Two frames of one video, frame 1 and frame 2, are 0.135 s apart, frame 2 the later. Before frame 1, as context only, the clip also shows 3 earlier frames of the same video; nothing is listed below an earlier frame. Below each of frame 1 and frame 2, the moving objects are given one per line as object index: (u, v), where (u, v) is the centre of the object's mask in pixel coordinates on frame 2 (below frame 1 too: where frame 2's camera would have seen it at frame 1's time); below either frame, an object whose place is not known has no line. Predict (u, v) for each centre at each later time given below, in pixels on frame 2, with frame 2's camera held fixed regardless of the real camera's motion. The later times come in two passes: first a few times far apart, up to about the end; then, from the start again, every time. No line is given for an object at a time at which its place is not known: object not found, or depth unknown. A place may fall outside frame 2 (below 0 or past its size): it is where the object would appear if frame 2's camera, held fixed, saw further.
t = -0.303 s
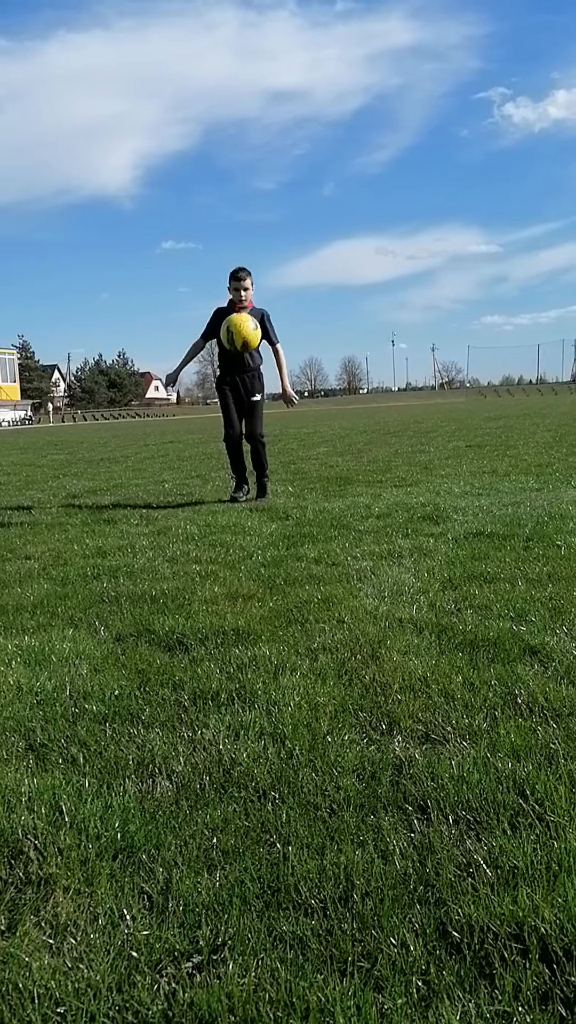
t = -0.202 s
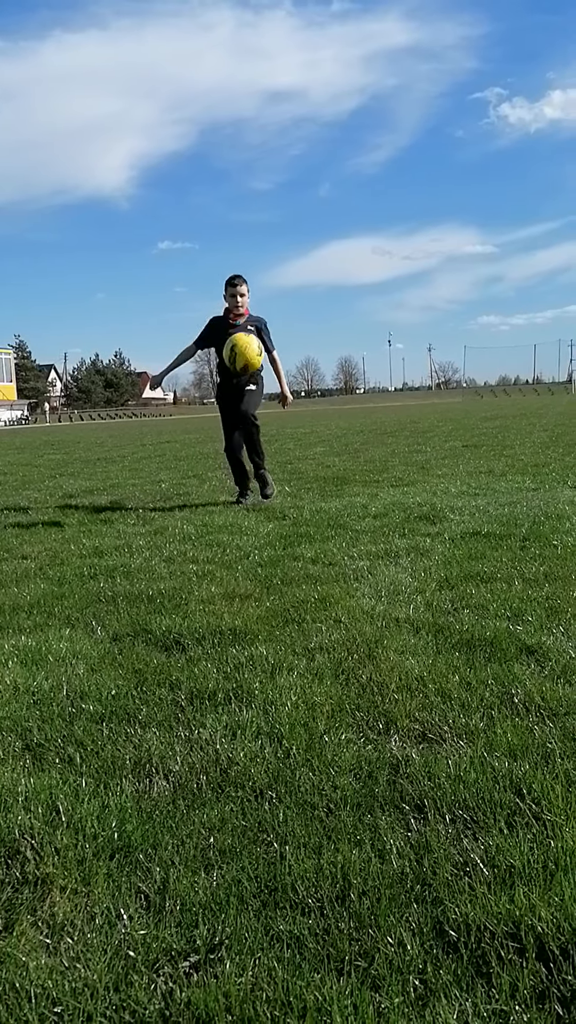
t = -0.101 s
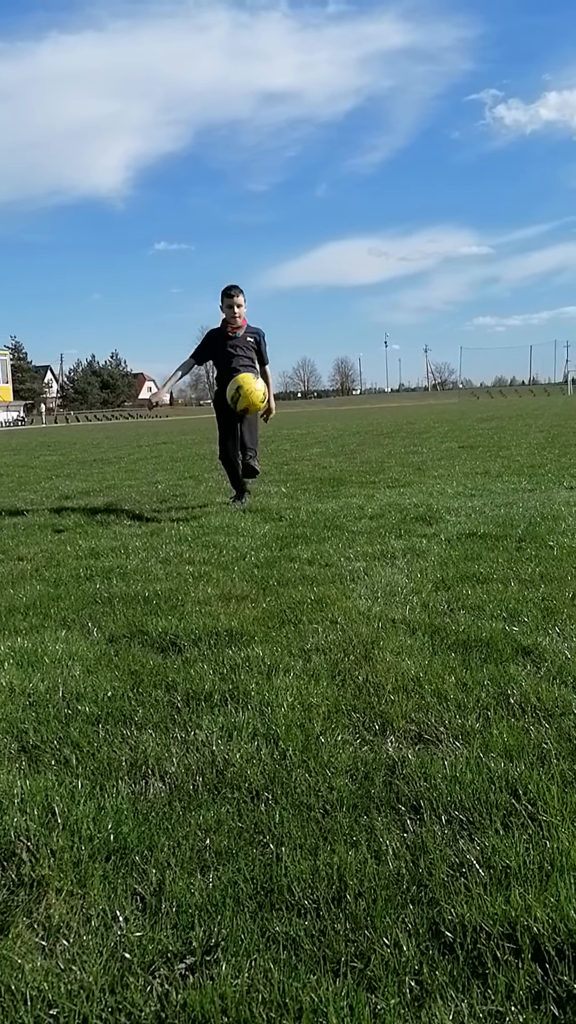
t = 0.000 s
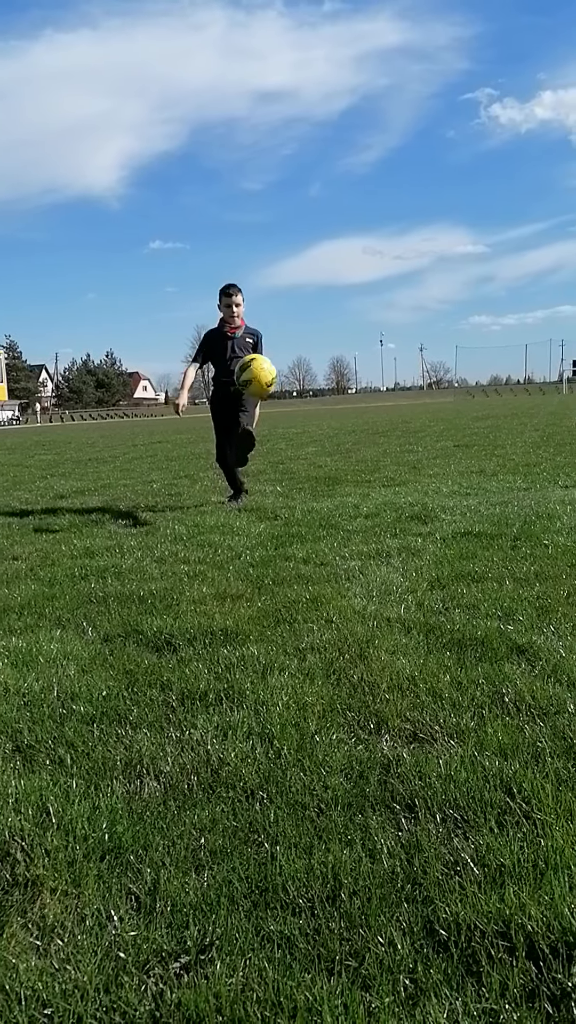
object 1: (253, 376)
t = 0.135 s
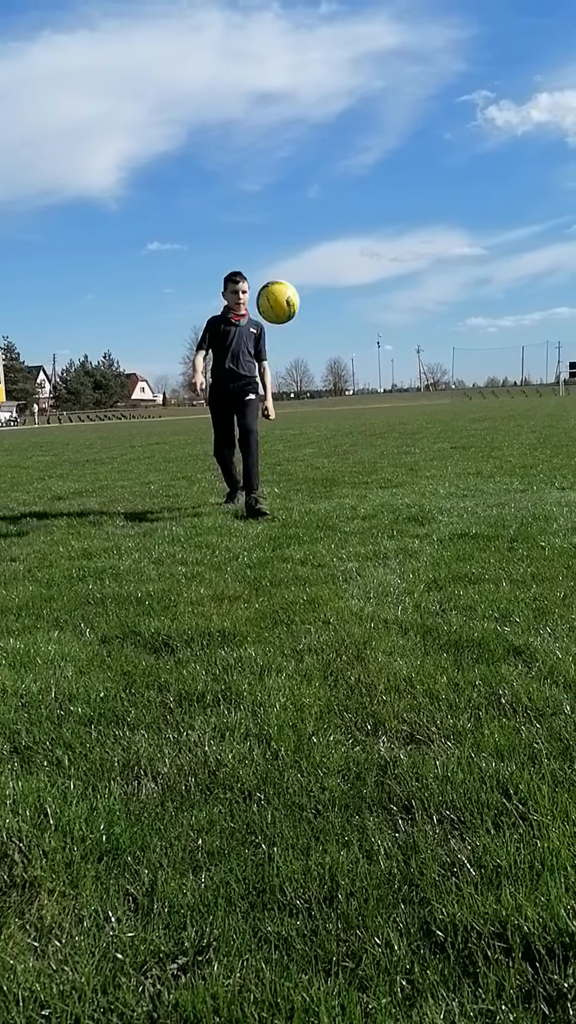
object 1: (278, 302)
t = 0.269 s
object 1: (304, 260)
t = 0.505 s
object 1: (349, 277)
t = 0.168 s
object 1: (283, 288)
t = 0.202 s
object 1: (290, 276)
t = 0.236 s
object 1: (297, 267)
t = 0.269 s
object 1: (304, 260)
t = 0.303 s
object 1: (311, 254)
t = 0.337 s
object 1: (317, 250)
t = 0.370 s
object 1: (324, 250)
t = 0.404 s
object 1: (330, 252)
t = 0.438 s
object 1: (336, 257)
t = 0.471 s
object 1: (343, 265)
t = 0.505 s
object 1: (349, 277)
